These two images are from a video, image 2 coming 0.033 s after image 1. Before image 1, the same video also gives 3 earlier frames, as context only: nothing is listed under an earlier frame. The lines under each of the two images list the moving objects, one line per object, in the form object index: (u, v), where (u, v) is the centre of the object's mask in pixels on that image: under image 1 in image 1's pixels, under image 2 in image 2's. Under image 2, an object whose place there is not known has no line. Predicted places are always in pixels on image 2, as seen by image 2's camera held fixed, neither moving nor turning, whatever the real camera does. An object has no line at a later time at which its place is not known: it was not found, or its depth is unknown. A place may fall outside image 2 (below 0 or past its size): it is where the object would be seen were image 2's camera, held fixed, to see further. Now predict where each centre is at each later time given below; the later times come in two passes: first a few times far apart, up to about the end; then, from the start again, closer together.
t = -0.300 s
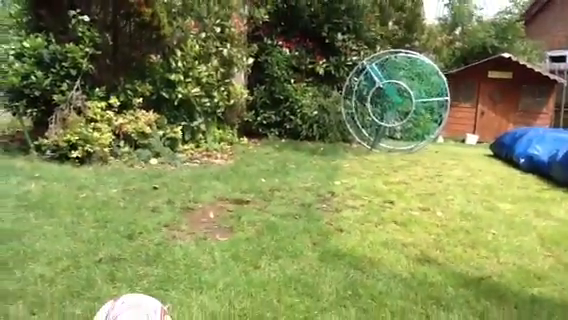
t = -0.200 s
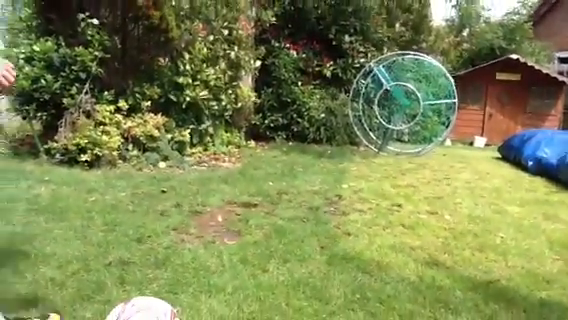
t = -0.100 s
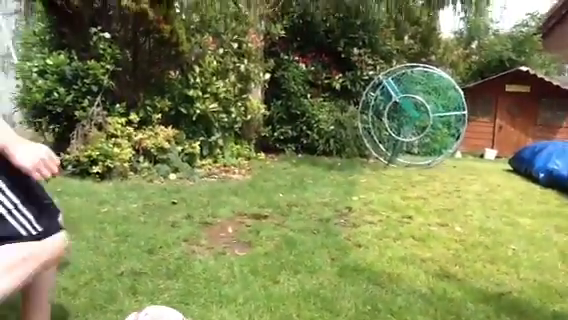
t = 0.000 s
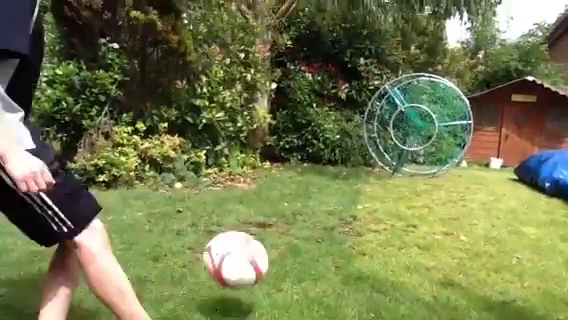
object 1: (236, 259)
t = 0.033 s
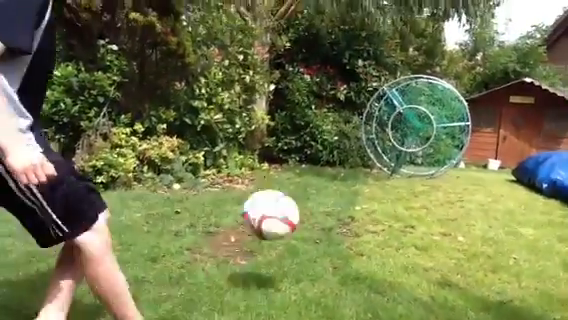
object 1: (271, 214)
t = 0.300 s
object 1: (406, 88)
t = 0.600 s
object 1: (453, 111)
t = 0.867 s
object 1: (561, 120)
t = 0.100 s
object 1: (324, 152)
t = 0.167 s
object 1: (361, 115)
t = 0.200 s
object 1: (375, 106)
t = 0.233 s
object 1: (387, 98)
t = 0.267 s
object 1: (399, 90)
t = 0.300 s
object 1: (406, 88)
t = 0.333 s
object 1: (413, 88)
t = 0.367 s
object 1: (420, 87)
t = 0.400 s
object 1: (425, 89)
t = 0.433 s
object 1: (431, 91)
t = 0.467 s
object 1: (436, 94)
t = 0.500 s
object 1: (440, 98)
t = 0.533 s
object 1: (443, 103)
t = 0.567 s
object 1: (447, 108)
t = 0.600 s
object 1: (453, 111)
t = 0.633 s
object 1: (466, 110)
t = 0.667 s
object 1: (479, 109)
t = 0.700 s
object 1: (492, 108)
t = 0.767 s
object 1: (519, 109)
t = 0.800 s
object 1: (533, 112)
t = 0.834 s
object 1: (547, 115)
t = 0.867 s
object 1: (561, 120)
